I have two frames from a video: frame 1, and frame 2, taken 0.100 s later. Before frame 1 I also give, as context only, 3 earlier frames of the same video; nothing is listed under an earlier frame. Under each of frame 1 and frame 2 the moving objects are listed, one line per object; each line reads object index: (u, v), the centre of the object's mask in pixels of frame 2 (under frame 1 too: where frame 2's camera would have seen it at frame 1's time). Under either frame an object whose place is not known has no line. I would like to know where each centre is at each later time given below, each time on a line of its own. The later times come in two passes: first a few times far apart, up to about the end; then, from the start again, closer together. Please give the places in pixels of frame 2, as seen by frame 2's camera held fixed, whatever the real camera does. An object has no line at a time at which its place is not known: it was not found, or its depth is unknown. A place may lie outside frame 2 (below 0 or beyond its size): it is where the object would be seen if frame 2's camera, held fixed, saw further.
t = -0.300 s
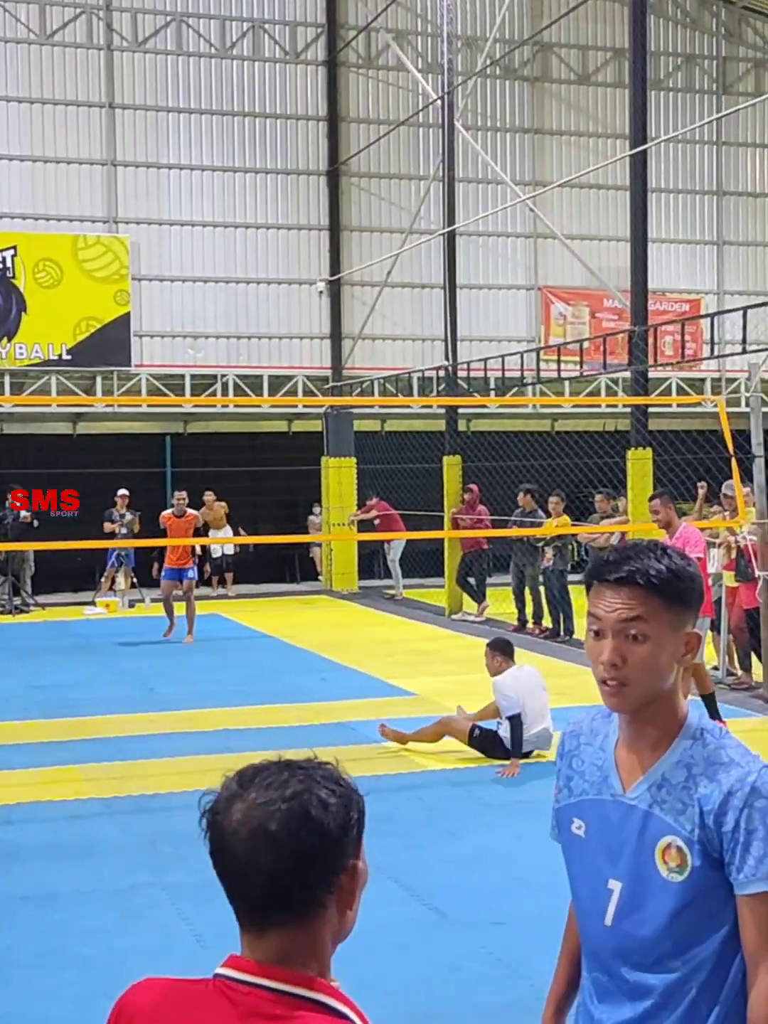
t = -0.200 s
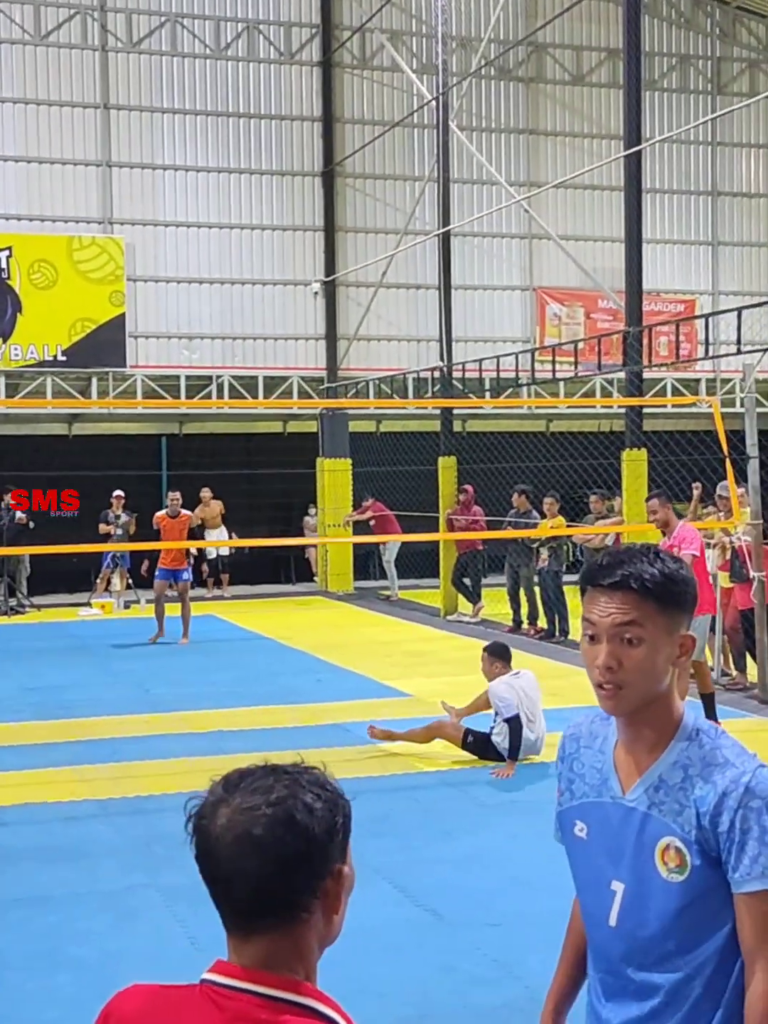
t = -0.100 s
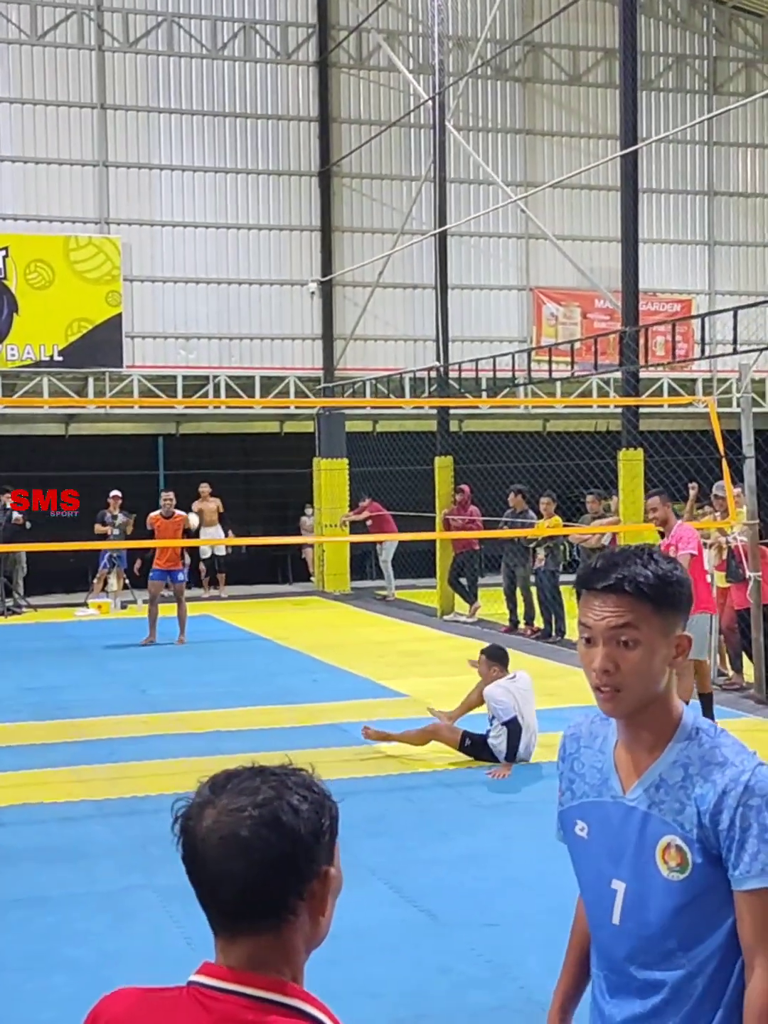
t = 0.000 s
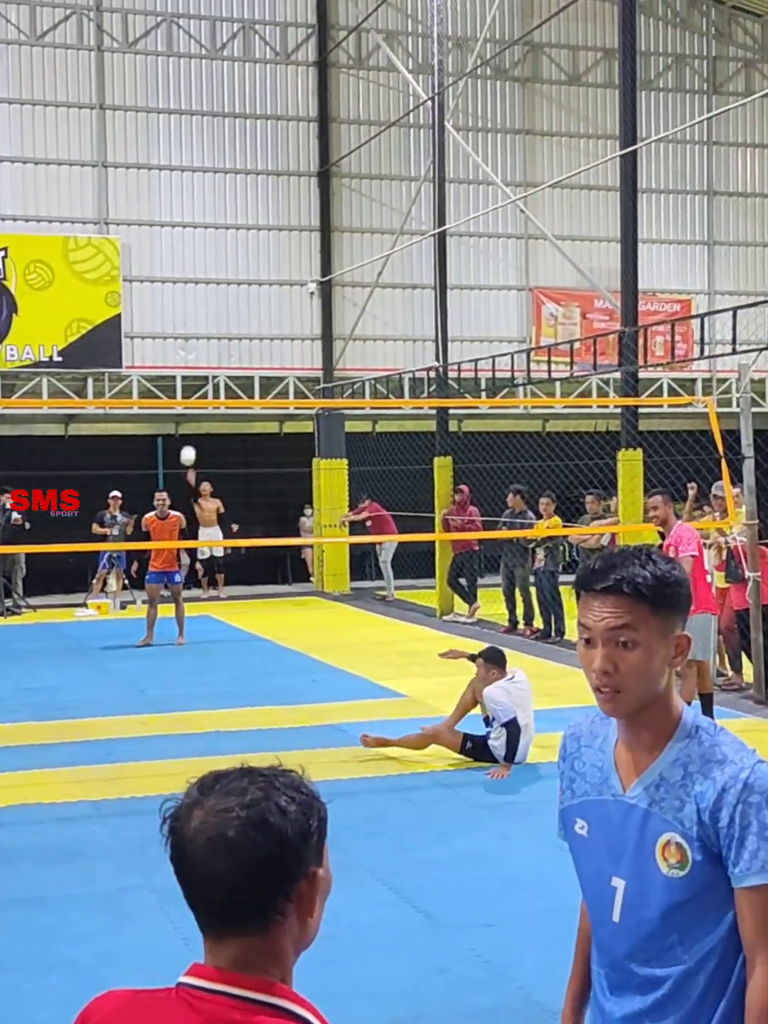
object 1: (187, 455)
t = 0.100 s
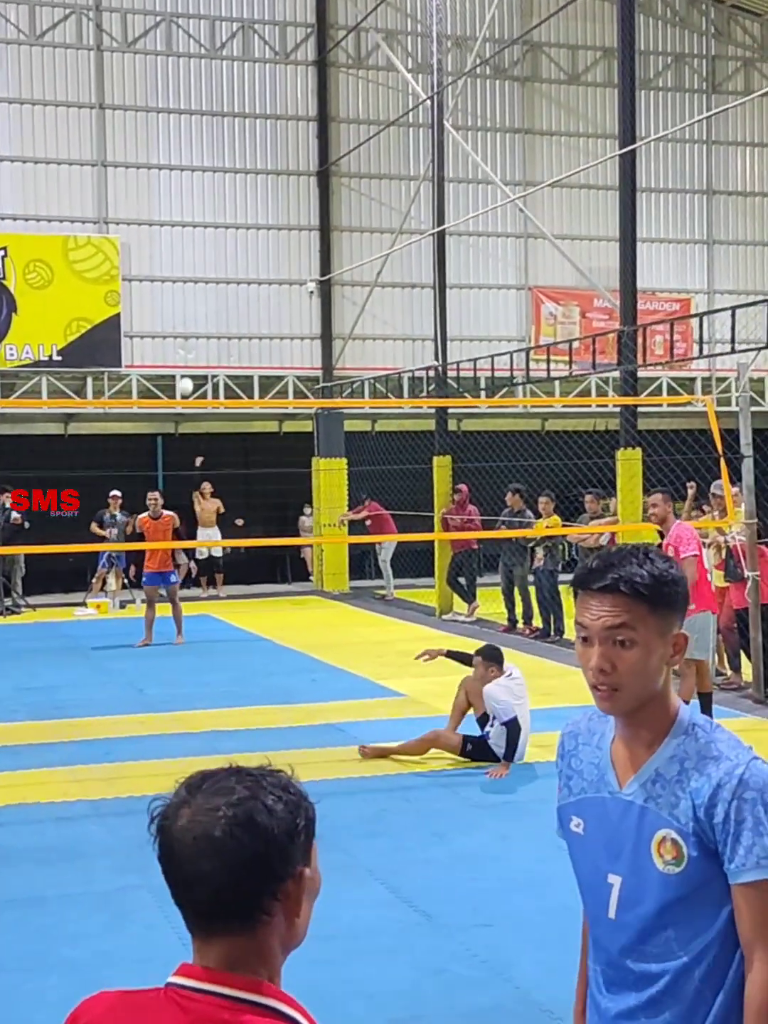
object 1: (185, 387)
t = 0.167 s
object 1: (185, 344)
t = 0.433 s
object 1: (178, 209)
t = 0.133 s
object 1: (185, 364)
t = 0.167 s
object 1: (185, 344)
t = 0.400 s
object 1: (179, 223)
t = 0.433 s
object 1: (178, 209)
